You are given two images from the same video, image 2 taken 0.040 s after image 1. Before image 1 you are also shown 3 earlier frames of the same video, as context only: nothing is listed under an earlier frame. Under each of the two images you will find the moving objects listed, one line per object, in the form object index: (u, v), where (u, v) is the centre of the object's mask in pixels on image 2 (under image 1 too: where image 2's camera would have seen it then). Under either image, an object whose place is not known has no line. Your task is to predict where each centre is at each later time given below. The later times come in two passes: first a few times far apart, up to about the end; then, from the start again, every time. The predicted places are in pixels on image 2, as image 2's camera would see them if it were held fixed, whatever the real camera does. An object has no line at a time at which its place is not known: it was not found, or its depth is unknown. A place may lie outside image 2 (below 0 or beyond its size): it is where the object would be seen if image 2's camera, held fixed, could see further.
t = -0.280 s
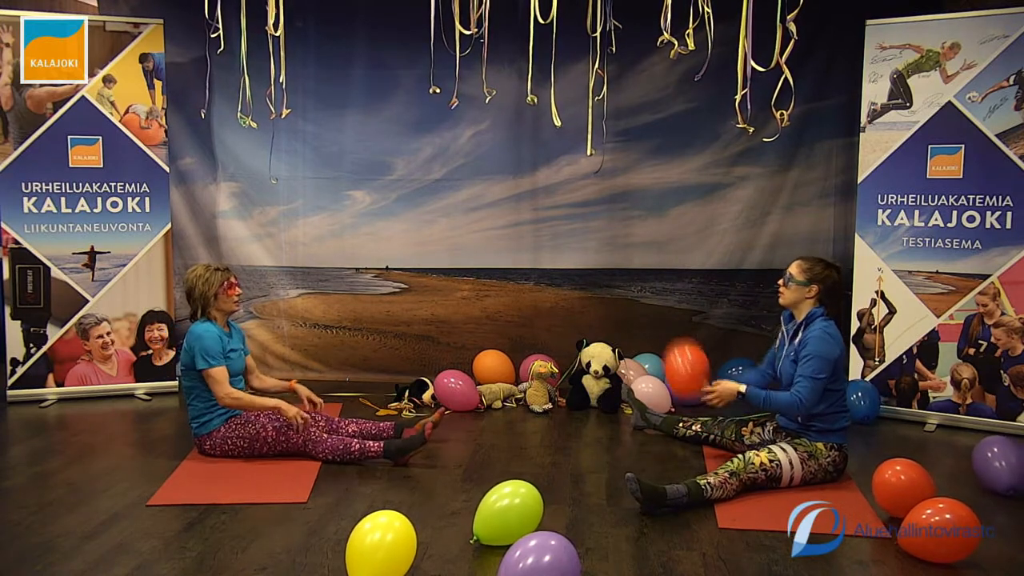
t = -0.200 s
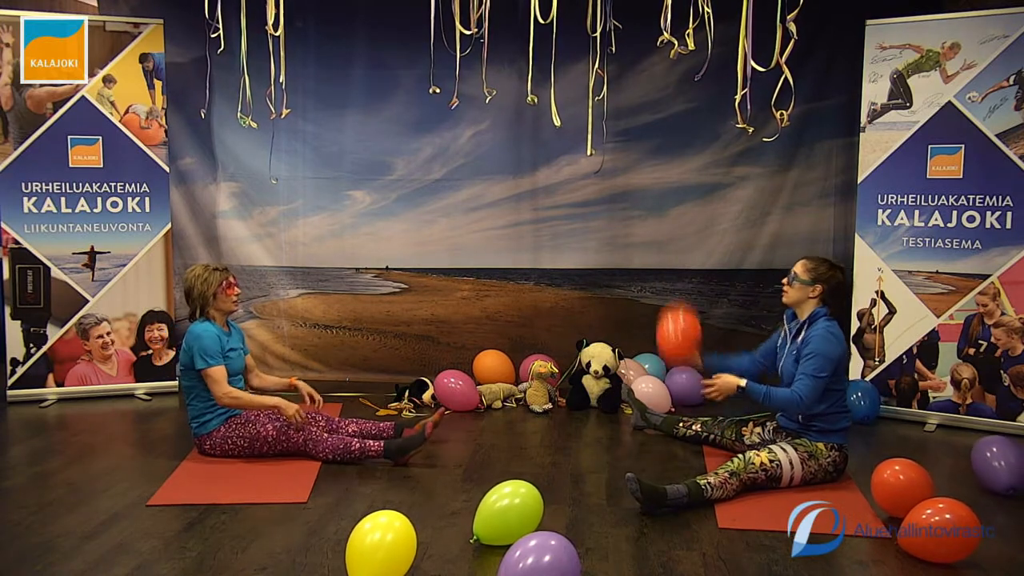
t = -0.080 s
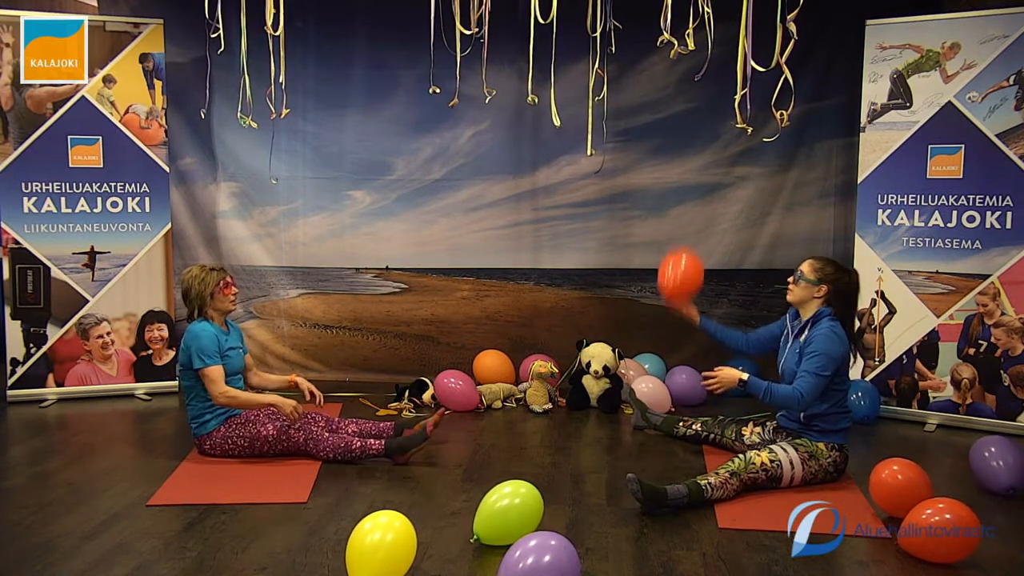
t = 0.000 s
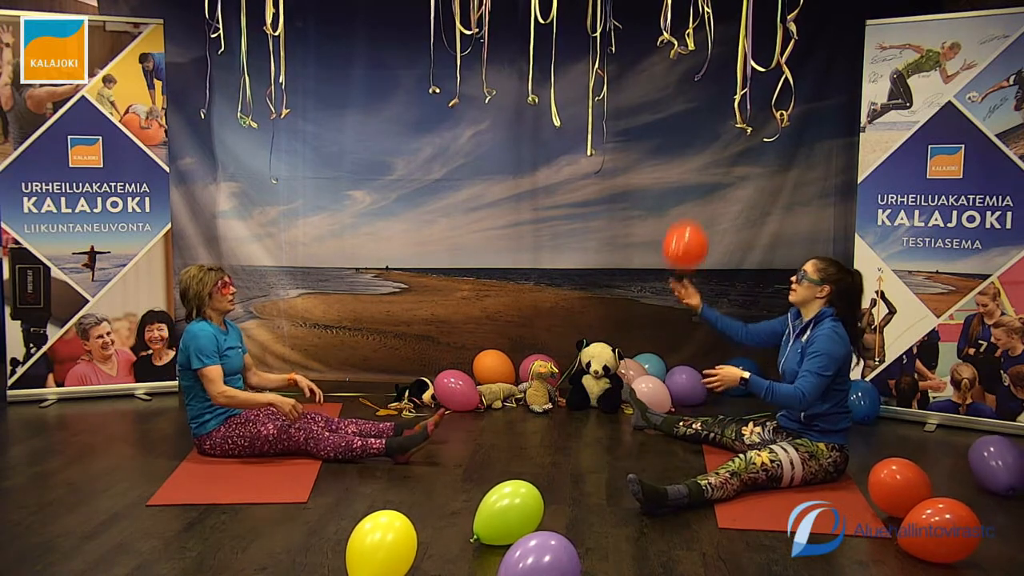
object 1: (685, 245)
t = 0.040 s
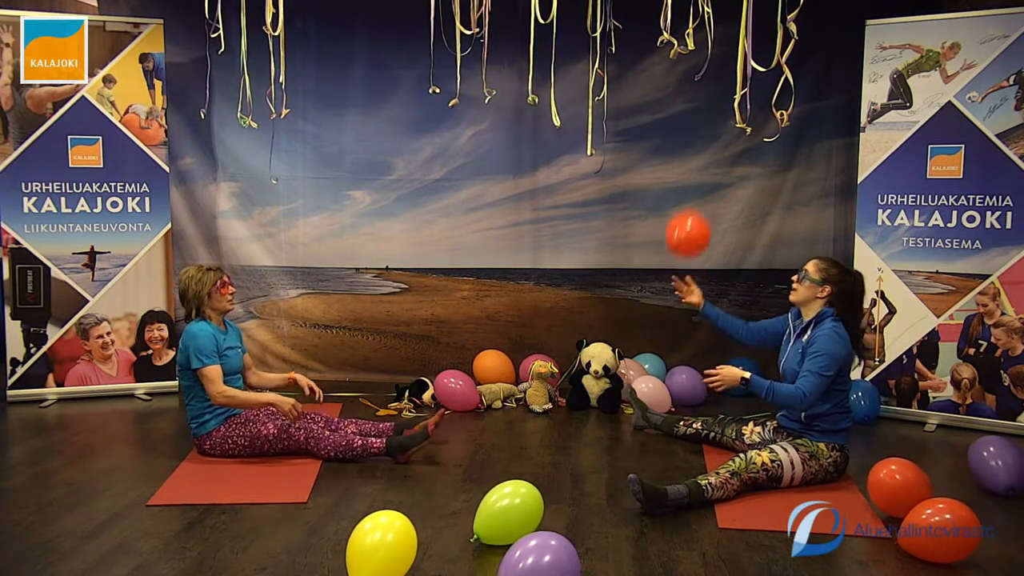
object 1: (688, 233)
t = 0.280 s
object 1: (700, 195)
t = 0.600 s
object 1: (709, 195)
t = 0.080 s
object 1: (690, 224)
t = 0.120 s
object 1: (693, 216)
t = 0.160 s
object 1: (695, 209)
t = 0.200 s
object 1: (697, 204)
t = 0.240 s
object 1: (699, 199)
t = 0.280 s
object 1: (700, 195)
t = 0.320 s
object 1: (702, 192)
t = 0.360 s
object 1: (703, 190)
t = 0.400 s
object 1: (705, 189)
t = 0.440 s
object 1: (705, 188)
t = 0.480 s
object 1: (706, 188)
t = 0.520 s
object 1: (707, 190)
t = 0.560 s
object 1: (708, 192)
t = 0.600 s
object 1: (709, 195)
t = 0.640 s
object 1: (710, 199)
